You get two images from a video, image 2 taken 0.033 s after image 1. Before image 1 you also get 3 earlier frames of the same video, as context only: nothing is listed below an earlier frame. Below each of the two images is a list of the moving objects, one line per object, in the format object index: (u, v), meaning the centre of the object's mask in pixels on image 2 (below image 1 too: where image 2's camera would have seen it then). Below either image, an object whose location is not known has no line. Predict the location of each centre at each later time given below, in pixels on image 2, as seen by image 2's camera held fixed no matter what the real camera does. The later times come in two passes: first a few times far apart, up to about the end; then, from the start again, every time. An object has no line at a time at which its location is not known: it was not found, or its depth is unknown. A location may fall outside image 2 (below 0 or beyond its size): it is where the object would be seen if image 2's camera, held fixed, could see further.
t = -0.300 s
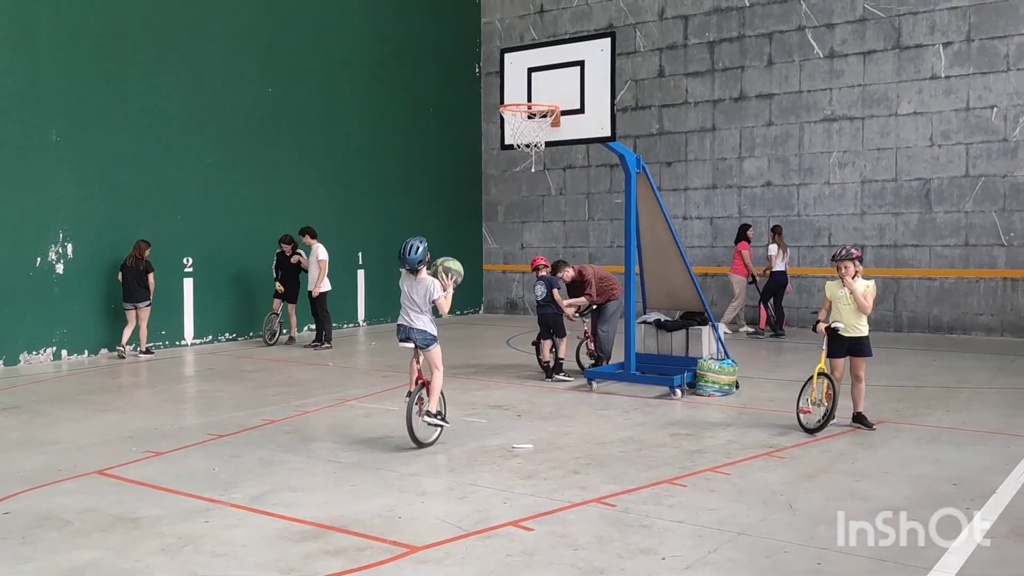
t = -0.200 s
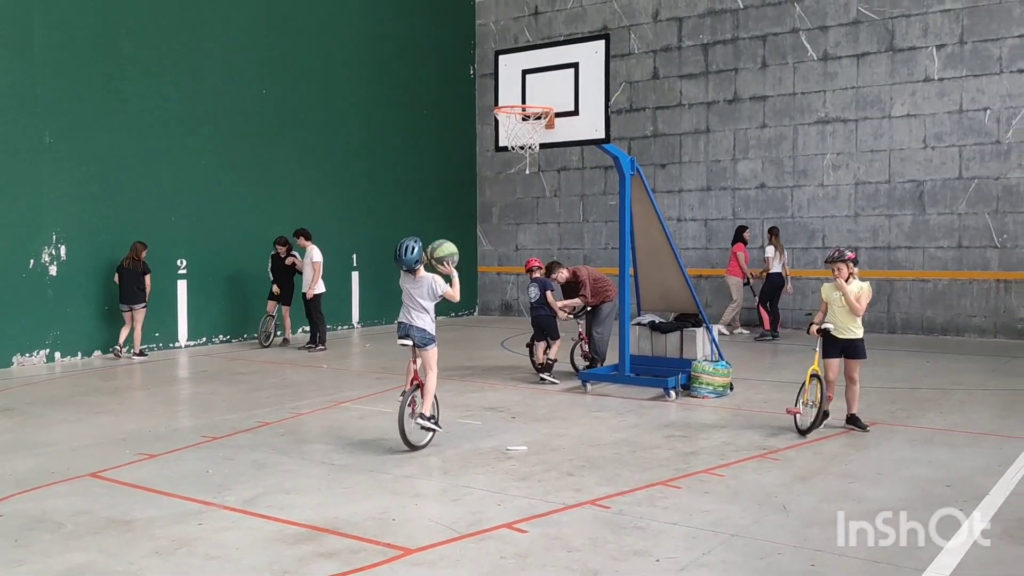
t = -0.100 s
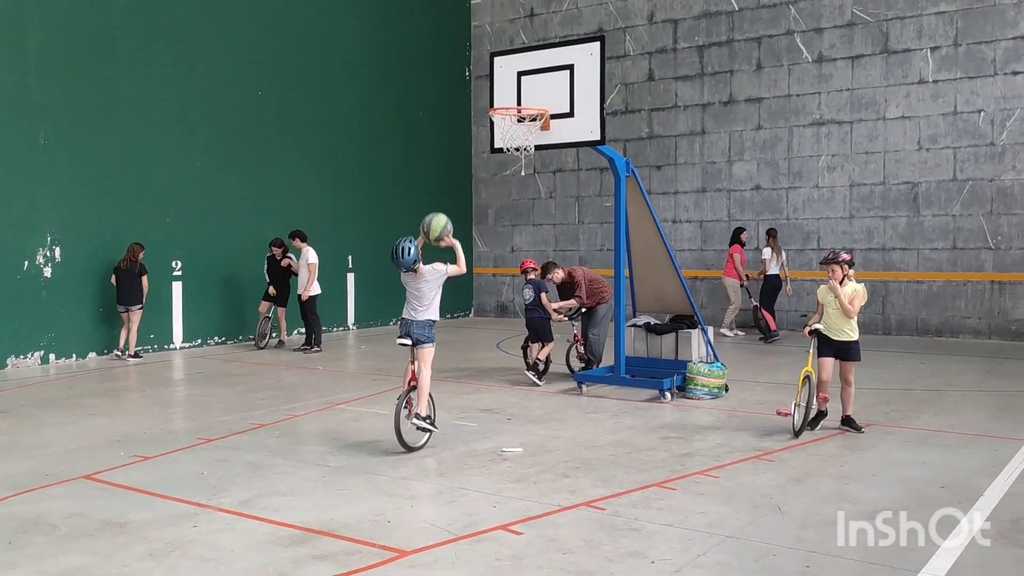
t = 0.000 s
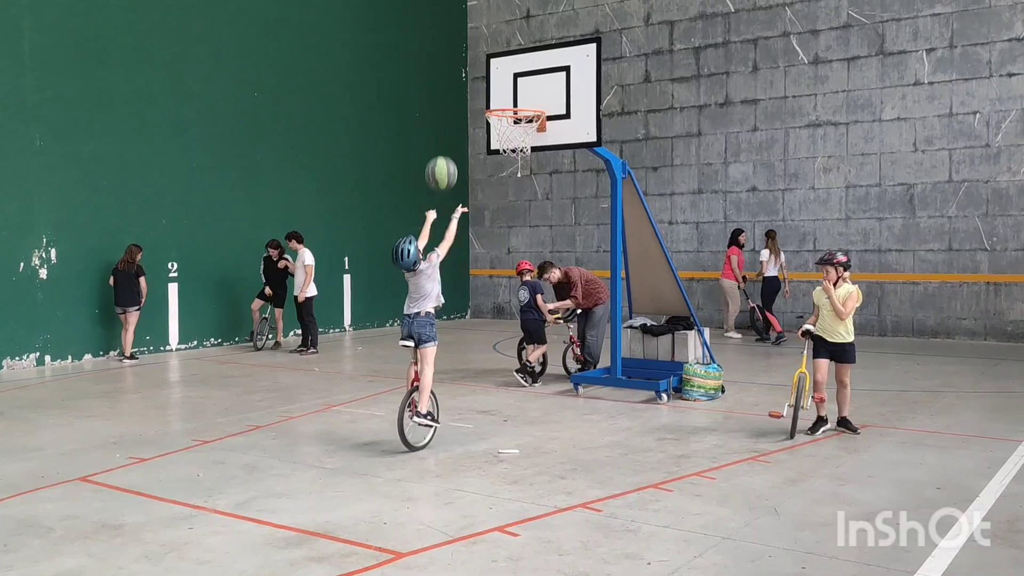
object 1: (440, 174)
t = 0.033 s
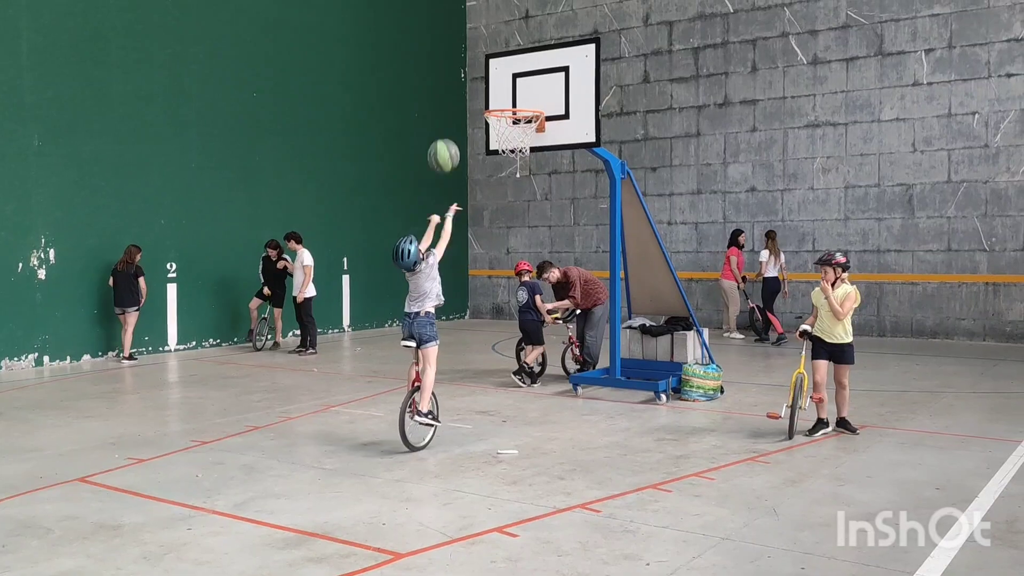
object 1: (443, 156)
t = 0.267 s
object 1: (466, 74)
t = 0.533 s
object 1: (491, 67)
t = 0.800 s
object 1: (519, 117)
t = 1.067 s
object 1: (504, 164)
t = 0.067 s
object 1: (447, 140)
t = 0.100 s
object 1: (450, 125)
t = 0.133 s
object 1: (453, 112)
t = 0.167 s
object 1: (456, 100)
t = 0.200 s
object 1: (460, 90)
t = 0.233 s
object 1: (463, 82)
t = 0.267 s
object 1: (466, 74)
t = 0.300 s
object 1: (469, 69)
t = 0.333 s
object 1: (472, 65)
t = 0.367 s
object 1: (475, 62)
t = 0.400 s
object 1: (478, 61)
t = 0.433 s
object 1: (482, 60)
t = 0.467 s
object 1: (485, 61)
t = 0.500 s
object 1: (488, 64)
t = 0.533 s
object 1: (491, 67)
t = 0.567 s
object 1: (494, 72)
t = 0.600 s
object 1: (497, 79)
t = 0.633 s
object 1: (500, 86)
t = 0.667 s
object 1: (503, 95)
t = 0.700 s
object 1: (506, 101)
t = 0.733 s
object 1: (509, 110)
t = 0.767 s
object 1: (514, 113)
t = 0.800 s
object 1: (519, 117)
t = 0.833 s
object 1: (524, 122)
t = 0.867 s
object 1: (524, 125)
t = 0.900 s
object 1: (520, 129)
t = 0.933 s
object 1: (516, 134)
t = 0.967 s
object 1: (512, 140)
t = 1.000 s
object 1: (510, 146)
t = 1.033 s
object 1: (507, 157)
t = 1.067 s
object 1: (504, 164)
